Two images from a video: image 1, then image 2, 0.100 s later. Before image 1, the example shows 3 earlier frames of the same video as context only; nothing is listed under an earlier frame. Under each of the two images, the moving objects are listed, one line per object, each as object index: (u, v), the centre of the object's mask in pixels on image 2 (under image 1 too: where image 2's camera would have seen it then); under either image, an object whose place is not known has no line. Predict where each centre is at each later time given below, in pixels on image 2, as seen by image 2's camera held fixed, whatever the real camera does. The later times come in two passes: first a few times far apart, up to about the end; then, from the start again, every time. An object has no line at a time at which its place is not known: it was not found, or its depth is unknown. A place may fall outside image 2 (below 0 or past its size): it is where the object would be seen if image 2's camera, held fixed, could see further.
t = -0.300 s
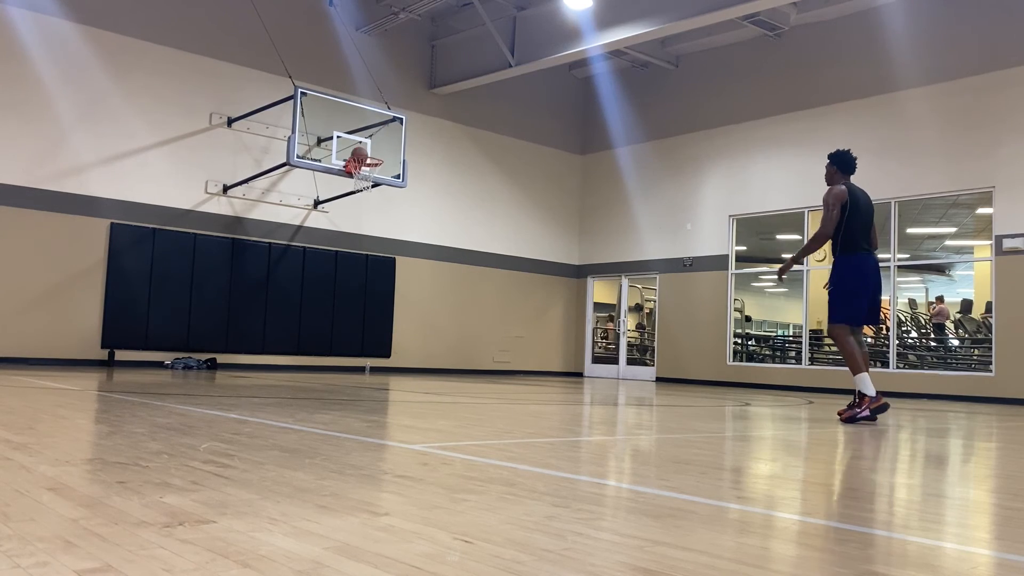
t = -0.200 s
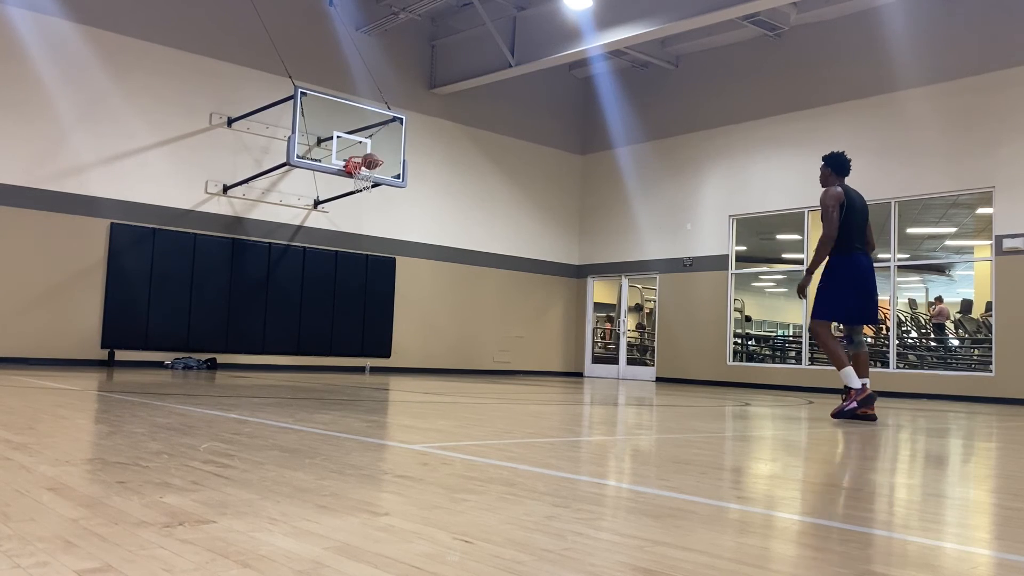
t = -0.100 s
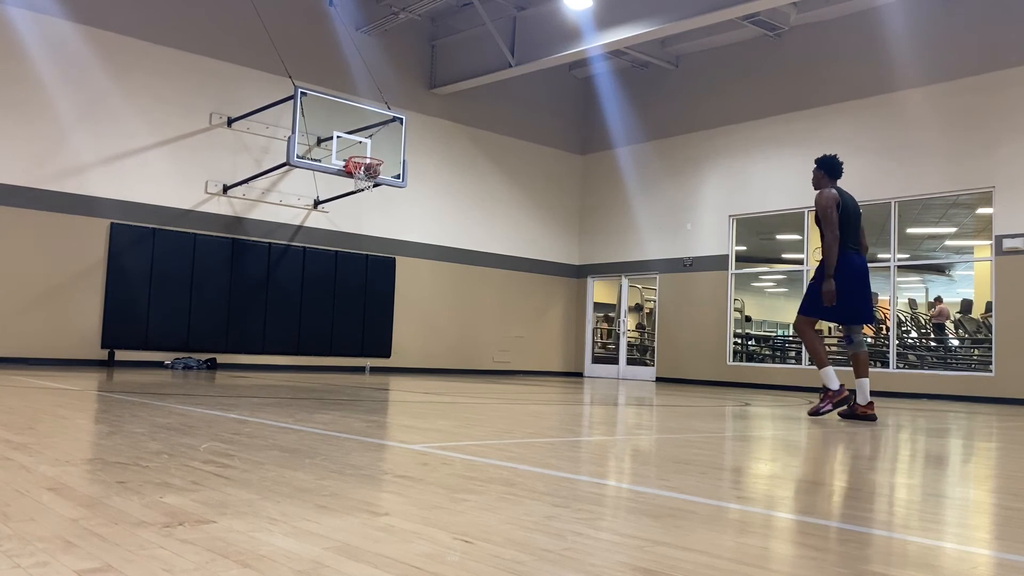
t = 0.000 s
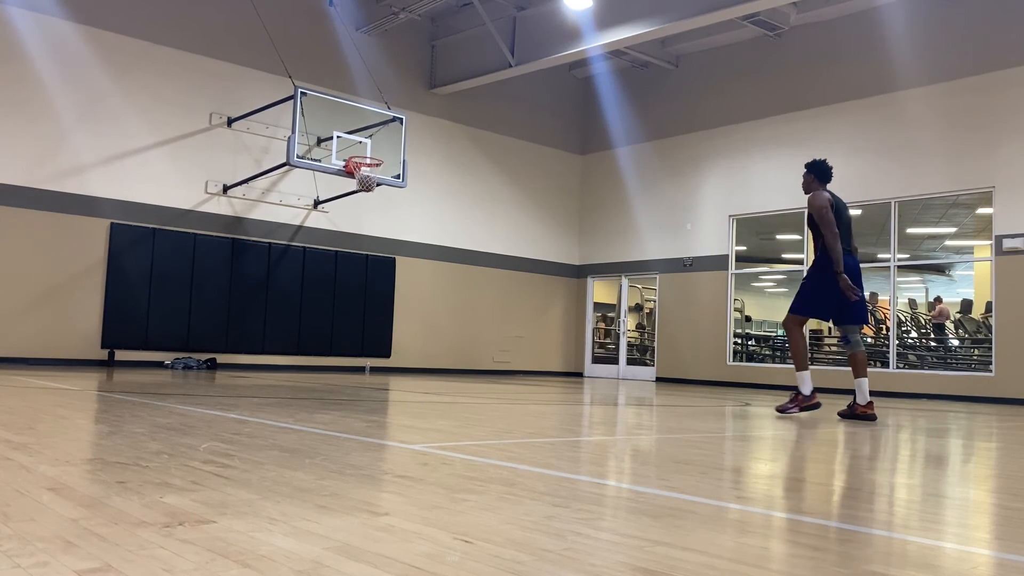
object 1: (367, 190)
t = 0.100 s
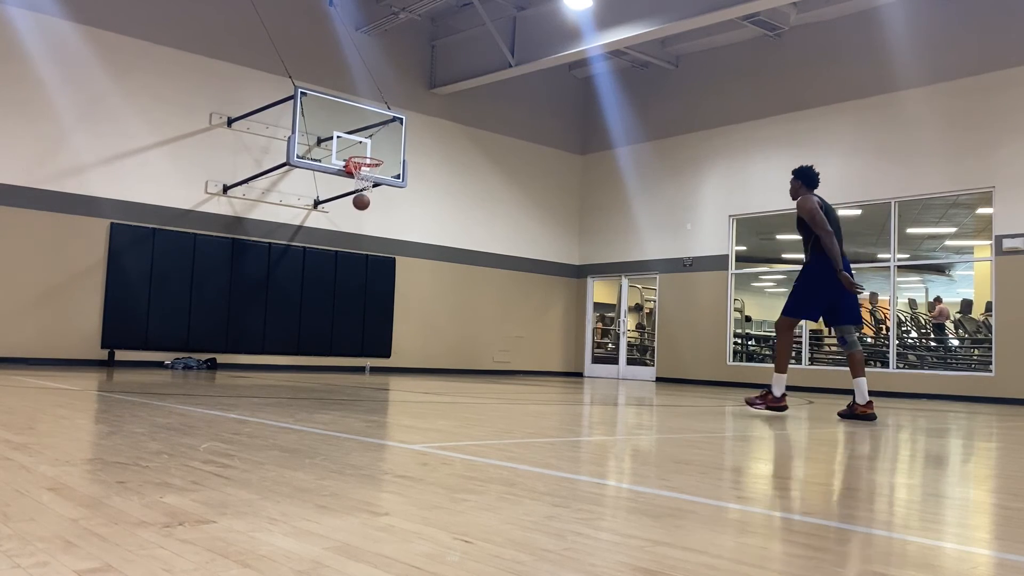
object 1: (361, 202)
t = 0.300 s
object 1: (349, 259)
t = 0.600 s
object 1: (329, 347)
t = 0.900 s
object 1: (317, 261)
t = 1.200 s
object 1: (299, 239)
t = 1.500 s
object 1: (281, 277)
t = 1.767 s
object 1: (259, 365)
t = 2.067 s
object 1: (249, 294)
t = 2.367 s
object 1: (236, 285)
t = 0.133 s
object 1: (359, 209)
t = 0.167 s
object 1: (357, 218)
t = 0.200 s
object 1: (355, 227)
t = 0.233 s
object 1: (353, 237)
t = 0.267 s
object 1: (351, 248)
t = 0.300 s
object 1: (349, 259)
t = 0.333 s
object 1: (347, 271)
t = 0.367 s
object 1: (345, 284)
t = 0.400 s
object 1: (342, 297)
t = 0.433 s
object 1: (340, 312)
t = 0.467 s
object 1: (338, 327)
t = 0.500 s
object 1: (335, 343)
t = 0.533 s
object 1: (333, 360)
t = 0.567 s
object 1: (331, 361)
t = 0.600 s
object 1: (329, 347)
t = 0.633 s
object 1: (328, 335)
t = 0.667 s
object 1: (327, 323)
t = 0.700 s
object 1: (326, 311)
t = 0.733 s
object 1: (324, 301)
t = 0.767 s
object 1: (323, 292)
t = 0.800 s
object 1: (321, 283)
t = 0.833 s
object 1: (320, 275)
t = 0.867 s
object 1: (318, 267)
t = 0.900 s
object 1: (317, 261)
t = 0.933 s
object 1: (315, 256)
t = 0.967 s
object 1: (314, 251)
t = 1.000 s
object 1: (312, 246)
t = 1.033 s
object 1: (310, 243)
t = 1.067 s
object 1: (308, 241)
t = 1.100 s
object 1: (306, 239)
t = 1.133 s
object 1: (304, 238)
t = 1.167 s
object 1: (301, 239)
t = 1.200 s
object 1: (299, 239)
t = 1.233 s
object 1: (298, 240)
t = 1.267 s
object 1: (296, 241)
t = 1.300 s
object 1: (294, 245)
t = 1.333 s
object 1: (292, 248)
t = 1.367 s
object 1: (290, 253)
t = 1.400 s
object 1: (287, 258)
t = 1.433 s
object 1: (285, 263)
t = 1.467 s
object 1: (283, 270)
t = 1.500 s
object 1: (281, 277)
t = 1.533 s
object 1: (278, 286)
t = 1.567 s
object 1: (276, 295)
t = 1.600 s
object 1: (273, 305)
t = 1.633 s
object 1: (270, 315)
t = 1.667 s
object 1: (268, 327)
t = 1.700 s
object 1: (265, 339)
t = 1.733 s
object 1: (262, 351)
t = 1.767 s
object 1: (259, 365)
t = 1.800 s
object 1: (259, 355)
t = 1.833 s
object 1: (257, 344)
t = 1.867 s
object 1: (256, 335)
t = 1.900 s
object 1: (255, 326)
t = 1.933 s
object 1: (254, 318)
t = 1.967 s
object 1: (253, 311)
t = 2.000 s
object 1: (252, 304)
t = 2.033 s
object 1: (251, 299)
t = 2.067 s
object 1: (249, 294)
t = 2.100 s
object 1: (248, 290)
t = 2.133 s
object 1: (246, 286)
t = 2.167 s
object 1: (245, 284)
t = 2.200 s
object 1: (244, 282)
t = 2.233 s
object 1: (242, 281)
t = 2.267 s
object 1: (240, 281)
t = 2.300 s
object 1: (239, 282)
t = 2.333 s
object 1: (237, 283)
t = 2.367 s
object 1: (236, 285)
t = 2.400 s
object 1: (234, 289)
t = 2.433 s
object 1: (232, 292)
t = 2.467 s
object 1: (230, 297)
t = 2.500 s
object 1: (228, 302)
